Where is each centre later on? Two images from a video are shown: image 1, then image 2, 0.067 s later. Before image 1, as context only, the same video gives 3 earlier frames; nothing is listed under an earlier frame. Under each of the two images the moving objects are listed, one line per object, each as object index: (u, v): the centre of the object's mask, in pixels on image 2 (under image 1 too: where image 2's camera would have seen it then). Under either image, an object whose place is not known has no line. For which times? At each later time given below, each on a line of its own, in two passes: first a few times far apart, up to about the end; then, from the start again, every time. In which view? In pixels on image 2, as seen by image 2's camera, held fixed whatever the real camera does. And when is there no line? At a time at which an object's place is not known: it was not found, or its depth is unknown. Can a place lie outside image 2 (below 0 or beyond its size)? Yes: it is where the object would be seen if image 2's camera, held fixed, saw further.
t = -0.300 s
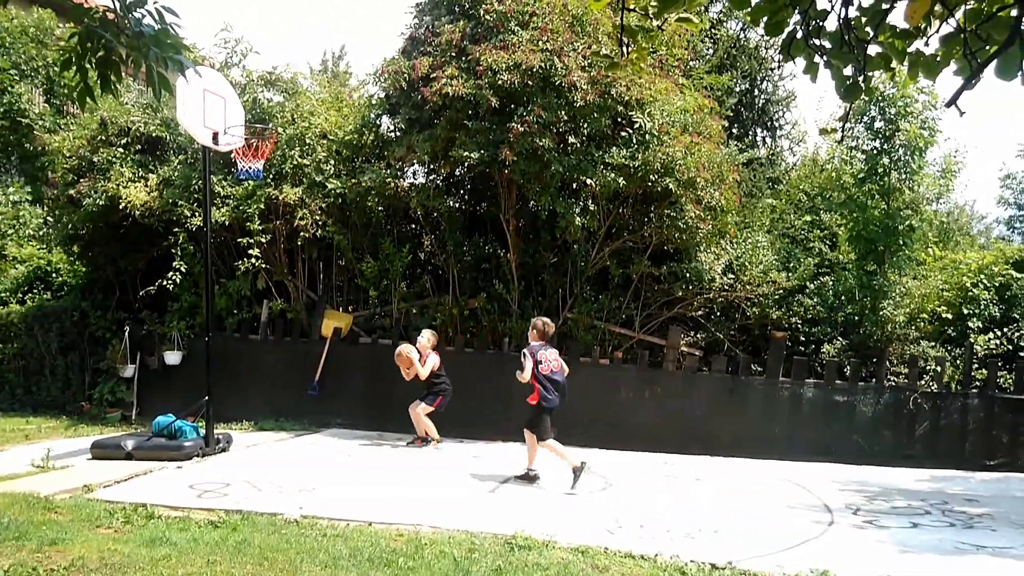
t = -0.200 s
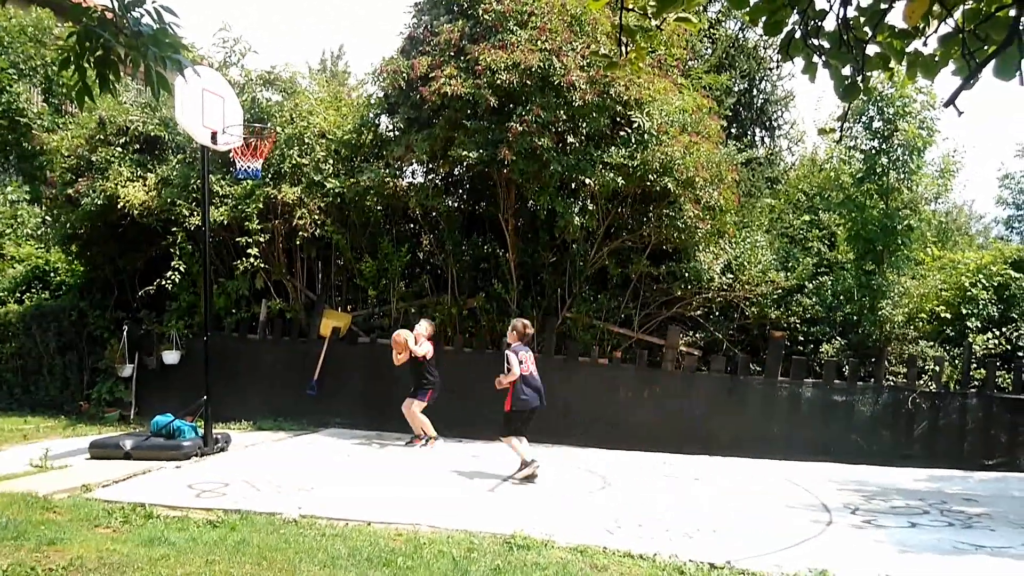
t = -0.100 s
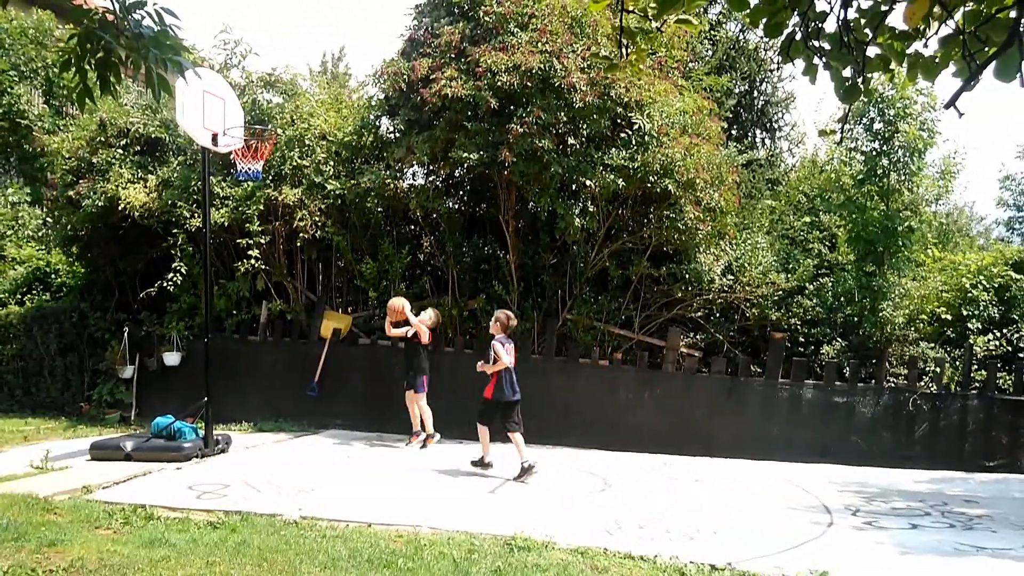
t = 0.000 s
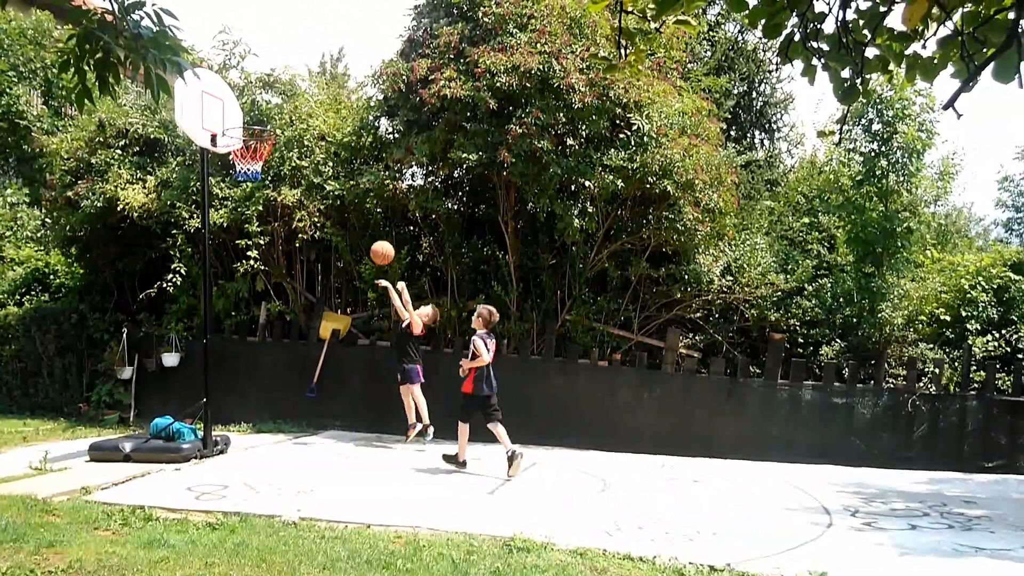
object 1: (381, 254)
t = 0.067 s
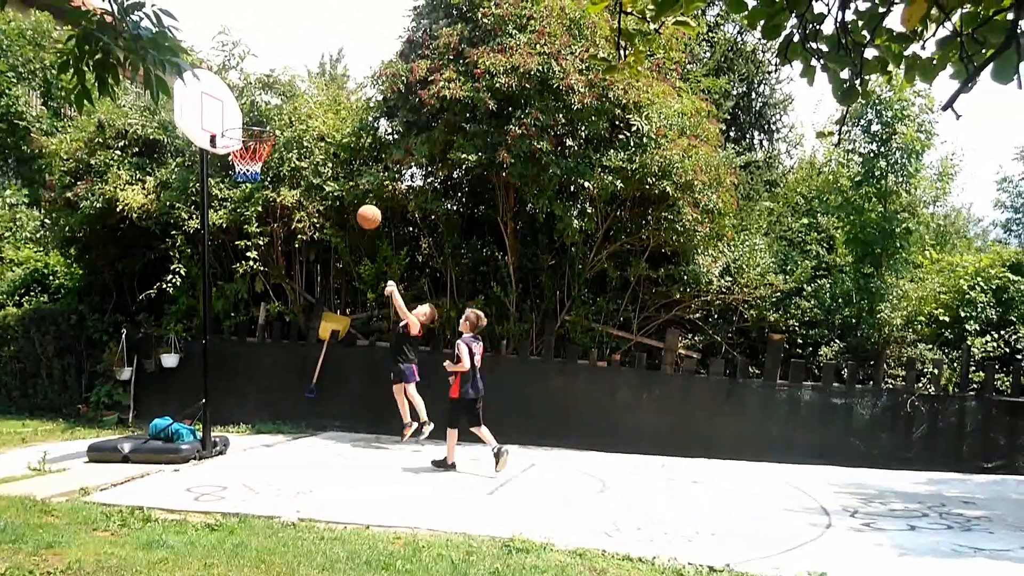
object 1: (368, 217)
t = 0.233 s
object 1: (337, 142)
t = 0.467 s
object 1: (291, 80)
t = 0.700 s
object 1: (244, 68)
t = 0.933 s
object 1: (218, 108)
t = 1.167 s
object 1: (210, 95)
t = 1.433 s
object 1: (199, 123)
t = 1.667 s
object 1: (190, 217)
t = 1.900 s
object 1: (179, 381)
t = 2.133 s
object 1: (180, 370)
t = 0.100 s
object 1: (362, 200)
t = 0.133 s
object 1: (356, 184)
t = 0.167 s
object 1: (350, 169)
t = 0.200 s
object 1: (343, 155)
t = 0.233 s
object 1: (337, 142)
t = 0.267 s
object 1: (330, 130)
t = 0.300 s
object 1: (324, 118)
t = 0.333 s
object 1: (317, 108)
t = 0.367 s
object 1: (311, 99)
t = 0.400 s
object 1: (305, 91)
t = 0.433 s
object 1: (297, 85)
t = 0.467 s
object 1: (291, 80)
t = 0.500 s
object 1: (284, 77)
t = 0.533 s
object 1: (278, 73)
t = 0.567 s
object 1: (272, 69)
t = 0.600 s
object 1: (263, 68)
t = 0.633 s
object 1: (257, 67)
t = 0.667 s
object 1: (250, 67)
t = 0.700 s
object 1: (244, 68)
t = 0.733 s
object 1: (236, 72)
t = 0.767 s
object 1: (230, 76)
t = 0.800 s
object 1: (224, 81)
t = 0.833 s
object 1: (218, 87)
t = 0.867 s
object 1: (217, 93)
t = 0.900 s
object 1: (218, 99)
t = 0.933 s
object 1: (218, 108)
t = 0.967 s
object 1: (218, 116)
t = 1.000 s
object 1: (218, 115)
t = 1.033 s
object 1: (216, 109)
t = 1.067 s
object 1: (215, 104)
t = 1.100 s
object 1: (213, 99)
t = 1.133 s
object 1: (212, 97)
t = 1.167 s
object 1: (210, 95)
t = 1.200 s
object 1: (209, 94)
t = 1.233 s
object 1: (208, 95)
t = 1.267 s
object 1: (207, 96)
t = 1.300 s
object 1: (205, 99)
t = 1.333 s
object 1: (204, 103)
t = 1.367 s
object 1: (203, 108)
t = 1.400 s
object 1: (201, 115)
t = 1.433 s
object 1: (199, 123)
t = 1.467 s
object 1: (198, 133)
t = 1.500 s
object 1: (197, 143)
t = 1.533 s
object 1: (195, 155)
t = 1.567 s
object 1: (194, 168)
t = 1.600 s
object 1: (193, 183)
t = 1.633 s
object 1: (191, 199)
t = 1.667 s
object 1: (190, 217)
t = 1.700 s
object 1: (188, 236)
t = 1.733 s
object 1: (187, 256)
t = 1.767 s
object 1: (185, 278)
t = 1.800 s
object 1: (183, 302)
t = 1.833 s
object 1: (182, 326)
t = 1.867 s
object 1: (181, 352)
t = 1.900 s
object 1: (179, 381)
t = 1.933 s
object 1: (178, 409)
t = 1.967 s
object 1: (176, 441)
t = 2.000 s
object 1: (175, 456)
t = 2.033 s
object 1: (176, 434)
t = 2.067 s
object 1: (178, 411)
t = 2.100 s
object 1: (179, 390)
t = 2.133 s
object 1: (180, 370)
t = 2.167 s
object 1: (181, 351)
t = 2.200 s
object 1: (182, 334)
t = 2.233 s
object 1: (183, 318)
